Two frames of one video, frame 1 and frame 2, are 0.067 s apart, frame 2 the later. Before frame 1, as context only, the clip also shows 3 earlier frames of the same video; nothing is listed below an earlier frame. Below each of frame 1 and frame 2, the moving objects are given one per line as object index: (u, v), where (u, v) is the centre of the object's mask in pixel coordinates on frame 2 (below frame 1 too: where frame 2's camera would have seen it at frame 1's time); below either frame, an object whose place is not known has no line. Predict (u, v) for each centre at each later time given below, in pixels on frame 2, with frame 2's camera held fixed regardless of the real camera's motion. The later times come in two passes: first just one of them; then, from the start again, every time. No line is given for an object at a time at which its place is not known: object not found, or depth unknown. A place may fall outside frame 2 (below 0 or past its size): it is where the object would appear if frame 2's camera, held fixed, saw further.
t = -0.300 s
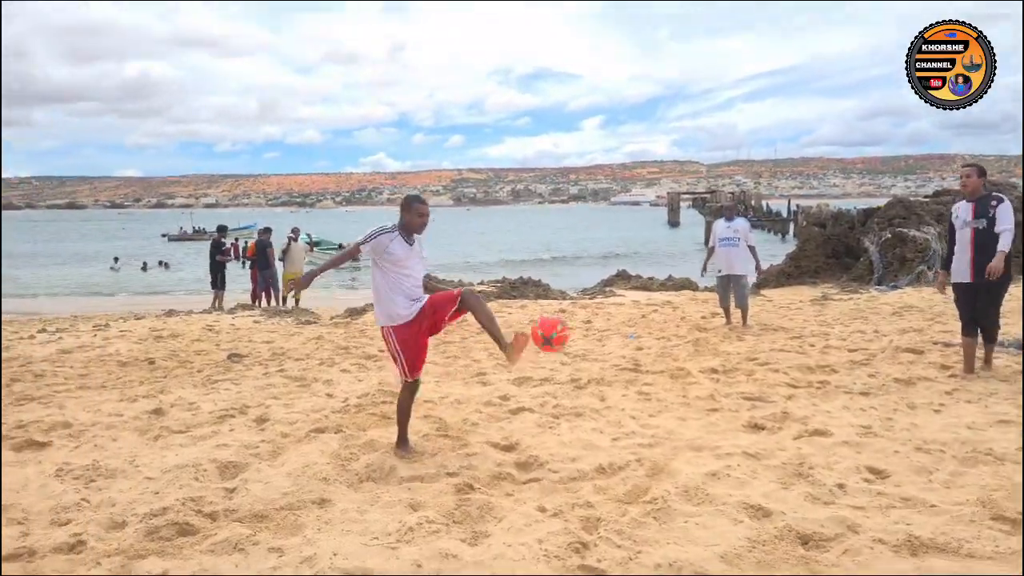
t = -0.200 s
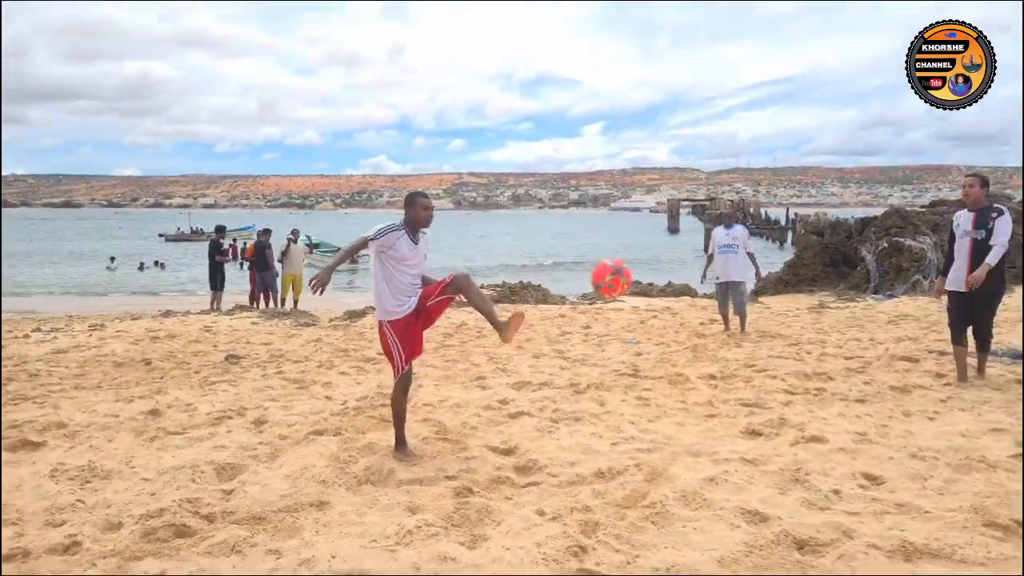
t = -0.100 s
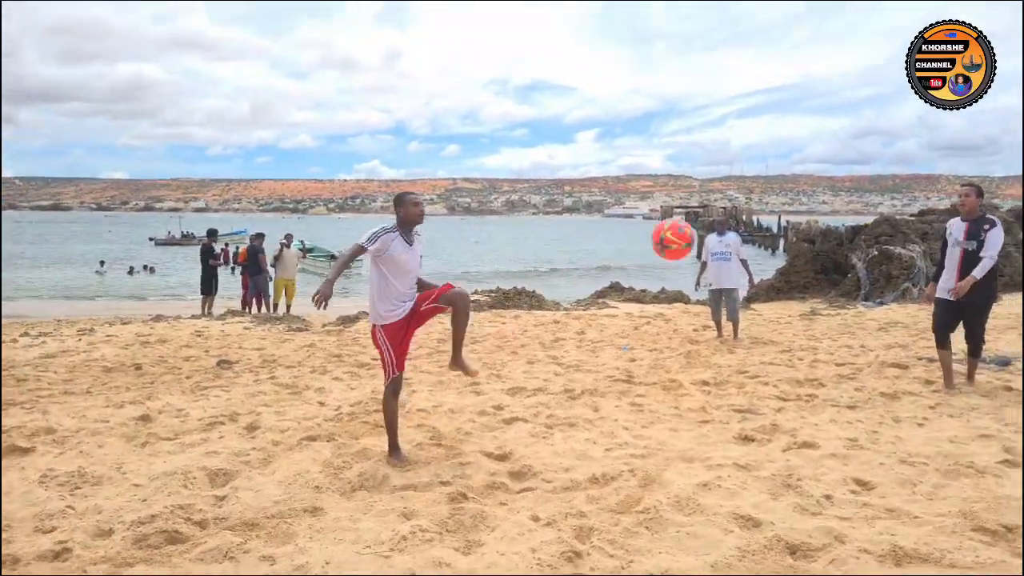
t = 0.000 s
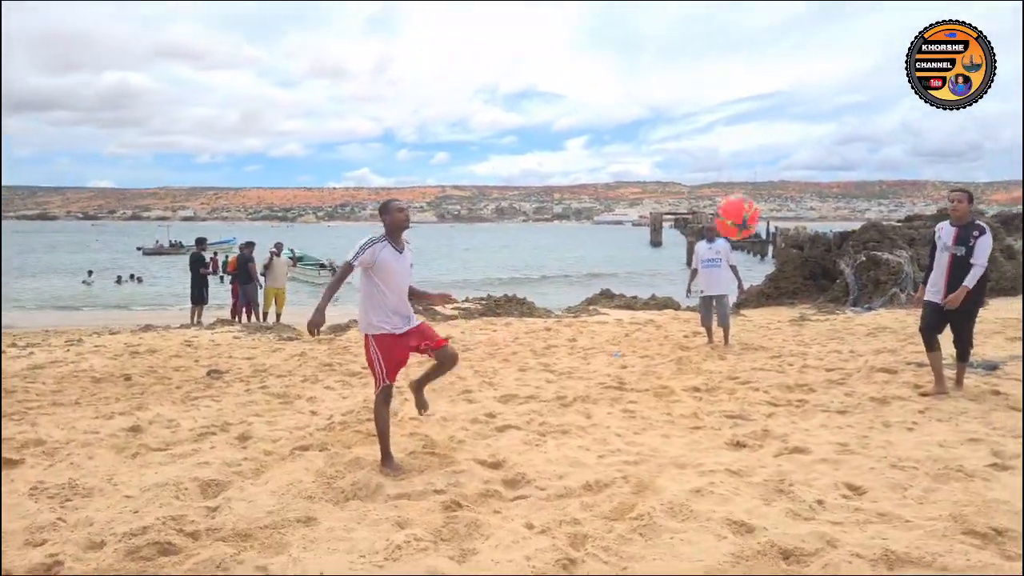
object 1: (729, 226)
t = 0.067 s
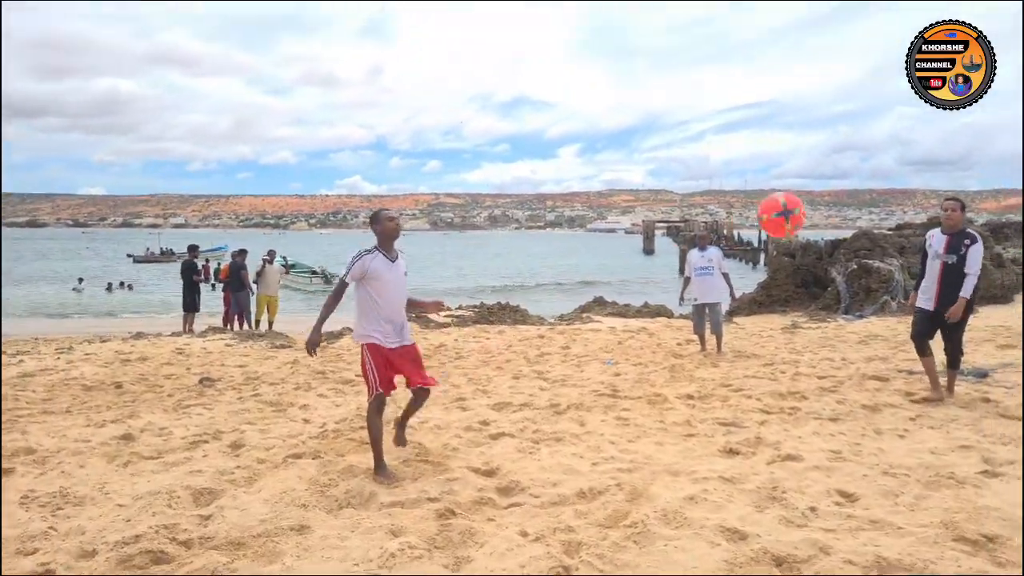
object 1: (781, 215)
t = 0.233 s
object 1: (927, 229)
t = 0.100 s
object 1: (809, 212)
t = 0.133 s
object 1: (837, 213)
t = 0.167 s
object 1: (866, 216)
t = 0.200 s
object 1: (896, 221)
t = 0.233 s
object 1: (927, 229)
